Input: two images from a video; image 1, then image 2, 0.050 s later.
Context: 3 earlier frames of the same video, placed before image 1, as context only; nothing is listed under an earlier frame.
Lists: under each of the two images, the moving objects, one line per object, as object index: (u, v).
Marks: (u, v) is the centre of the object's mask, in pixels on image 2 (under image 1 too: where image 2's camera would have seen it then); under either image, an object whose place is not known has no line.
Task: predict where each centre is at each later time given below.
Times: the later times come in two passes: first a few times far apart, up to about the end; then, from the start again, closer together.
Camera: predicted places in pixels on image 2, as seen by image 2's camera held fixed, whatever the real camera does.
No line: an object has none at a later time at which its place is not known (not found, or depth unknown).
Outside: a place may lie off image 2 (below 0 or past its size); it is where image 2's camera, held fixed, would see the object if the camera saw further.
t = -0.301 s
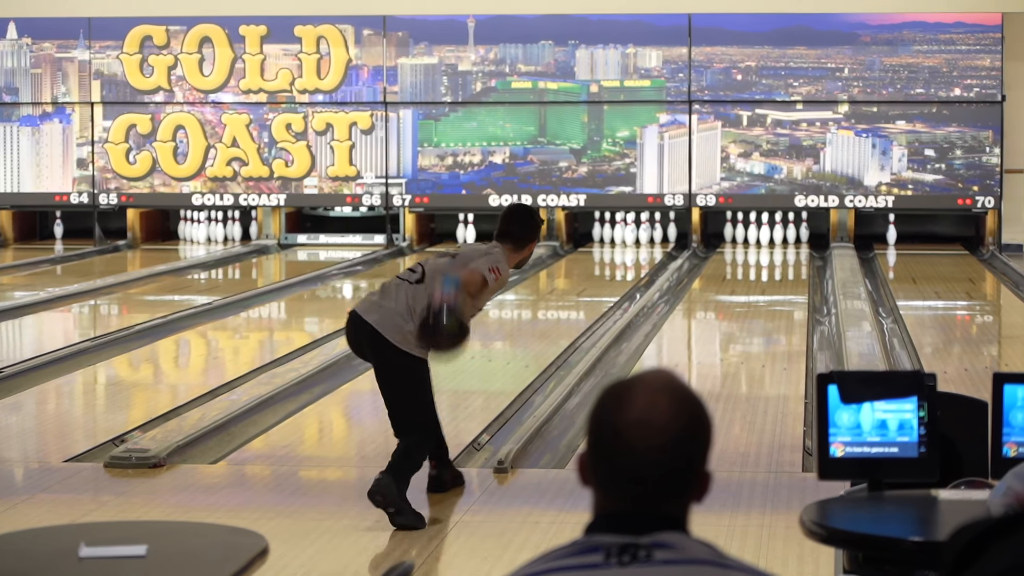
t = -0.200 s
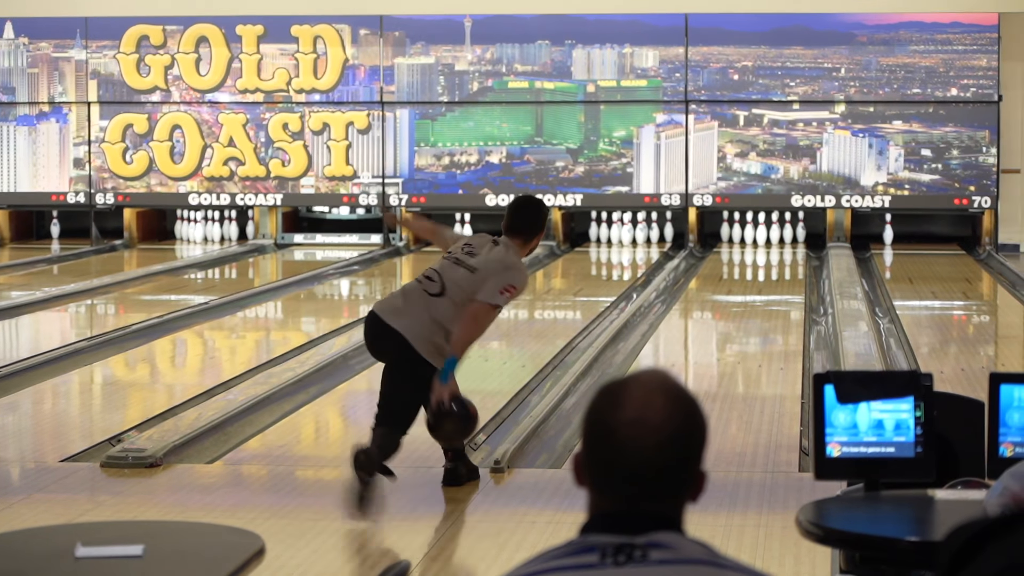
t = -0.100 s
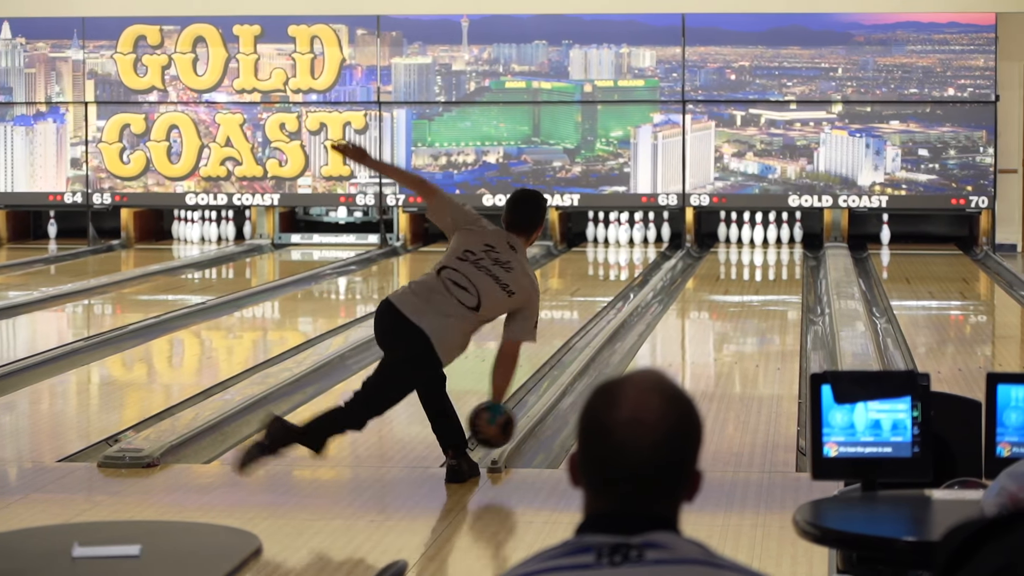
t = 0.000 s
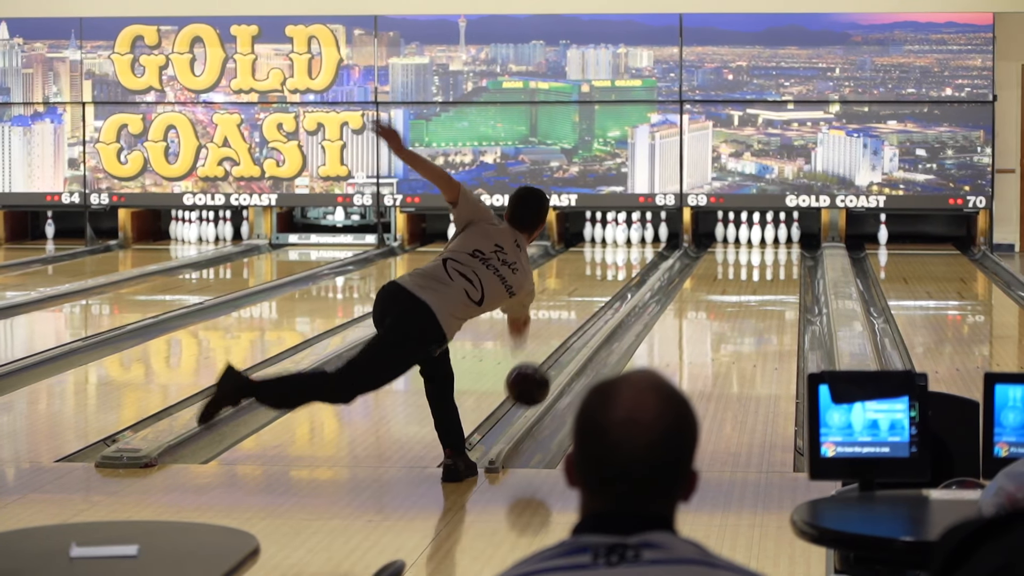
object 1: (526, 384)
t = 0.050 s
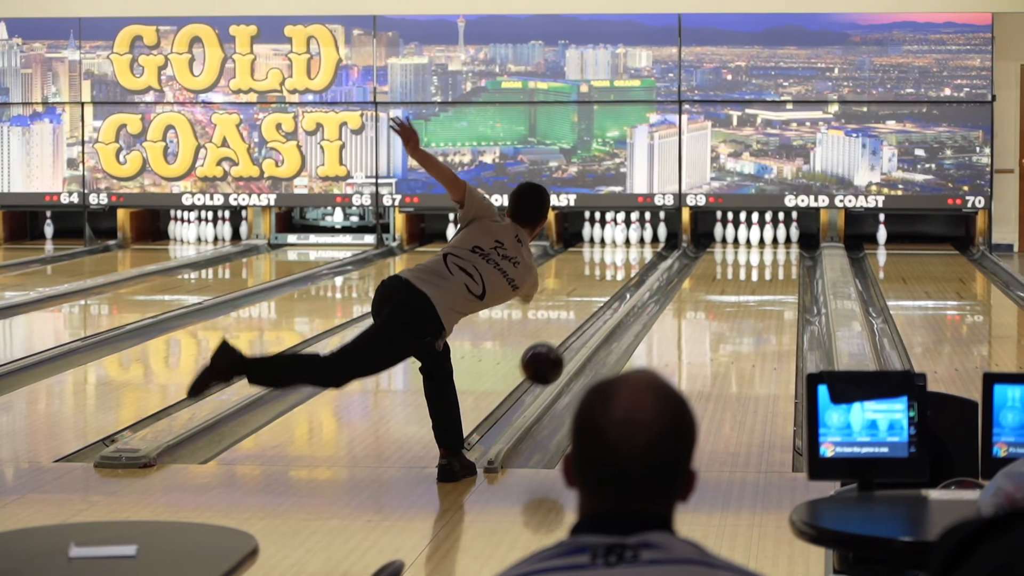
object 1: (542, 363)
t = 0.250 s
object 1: (595, 336)
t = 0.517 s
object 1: (648, 343)
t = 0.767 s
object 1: (685, 319)
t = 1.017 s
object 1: (714, 299)
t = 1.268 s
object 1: (736, 283)
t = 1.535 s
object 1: (754, 269)
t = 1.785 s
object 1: (763, 258)
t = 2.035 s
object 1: (761, 248)
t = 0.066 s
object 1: (547, 358)
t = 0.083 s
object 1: (552, 353)
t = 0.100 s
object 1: (557, 349)
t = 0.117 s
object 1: (561, 345)
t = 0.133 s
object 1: (566, 342)
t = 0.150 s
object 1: (570, 339)
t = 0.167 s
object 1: (575, 337)
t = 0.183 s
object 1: (579, 336)
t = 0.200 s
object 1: (583, 335)
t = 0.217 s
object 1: (587, 335)
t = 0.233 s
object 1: (591, 335)
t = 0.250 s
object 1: (595, 336)
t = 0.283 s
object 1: (603, 339)
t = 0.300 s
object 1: (606, 341)
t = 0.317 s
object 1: (610, 343)
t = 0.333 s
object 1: (614, 347)
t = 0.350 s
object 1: (618, 350)
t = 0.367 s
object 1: (621, 354)
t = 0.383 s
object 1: (624, 356)
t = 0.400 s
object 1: (627, 357)
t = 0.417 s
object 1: (630, 355)
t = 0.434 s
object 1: (634, 353)
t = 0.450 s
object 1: (637, 350)
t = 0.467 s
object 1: (640, 348)
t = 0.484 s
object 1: (643, 345)
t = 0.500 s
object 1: (646, 344)
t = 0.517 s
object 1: (648, 343)
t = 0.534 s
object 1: (651, 342)
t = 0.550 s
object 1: (654, 341)
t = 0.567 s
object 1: (656, 339)
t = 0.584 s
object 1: (659, 337)
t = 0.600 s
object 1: (661, 335)
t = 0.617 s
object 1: (664, 334)
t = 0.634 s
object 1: (666, 332)
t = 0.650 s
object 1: (669, 330)
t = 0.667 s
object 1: (671, 328)
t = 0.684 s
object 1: (674, 327)
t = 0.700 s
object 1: (676, 325)
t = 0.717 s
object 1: (678, 324)
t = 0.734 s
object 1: (680, 322)
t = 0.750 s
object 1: (683, 321)
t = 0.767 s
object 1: (685, 319)
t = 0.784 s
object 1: (687, 318)
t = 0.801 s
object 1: (689, 316)
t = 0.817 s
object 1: (691, 315)
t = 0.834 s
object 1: (693, 314)
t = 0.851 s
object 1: (695, 312)
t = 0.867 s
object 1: (697, 311)
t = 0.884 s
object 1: (699, 309)
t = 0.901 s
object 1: (701, 308)
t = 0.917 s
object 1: (703, 307)
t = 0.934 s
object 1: (705, 305)
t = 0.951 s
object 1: (707, 304)
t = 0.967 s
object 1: (708, 303)
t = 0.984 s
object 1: (710, 302)
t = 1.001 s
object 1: (712, 301)
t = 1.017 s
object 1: (714, 299)
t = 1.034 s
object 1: (715, 298)
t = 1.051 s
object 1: (717, 297)
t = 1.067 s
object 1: (718, 296)
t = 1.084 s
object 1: (720, 295)
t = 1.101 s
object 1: (722, 294)
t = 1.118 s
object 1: (723, 293)
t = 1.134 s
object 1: (725, 292)
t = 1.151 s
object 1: (726, 291)
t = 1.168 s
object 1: (728, 290)
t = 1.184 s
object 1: (729, 288)
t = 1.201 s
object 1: (730, 287)
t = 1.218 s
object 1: (732, 286)
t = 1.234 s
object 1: (733, 285)
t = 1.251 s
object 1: (735, 284)
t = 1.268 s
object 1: (736, 283)
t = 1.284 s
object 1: (737, 282)
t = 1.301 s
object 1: (738, 281)
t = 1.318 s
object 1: (740, 280)
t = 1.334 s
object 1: (741, 279)
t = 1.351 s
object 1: (742, 278)
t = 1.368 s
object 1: (743, 277)
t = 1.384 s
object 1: (744, 277)
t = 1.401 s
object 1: (746, 276)
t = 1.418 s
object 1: (747, 275)
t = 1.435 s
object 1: (748, 274)
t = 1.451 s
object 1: (749, 273)
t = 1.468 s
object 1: (750, 272)
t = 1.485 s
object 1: (751, 271)
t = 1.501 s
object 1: (752, 270)
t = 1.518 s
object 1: (753, 270)
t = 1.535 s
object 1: (754, 269)
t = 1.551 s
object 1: (755, 268)
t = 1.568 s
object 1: (756, 267)
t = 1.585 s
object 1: (756, 266)
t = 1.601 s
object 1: (757, 266)
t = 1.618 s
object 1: (758, 265)
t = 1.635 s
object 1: (759, 264)
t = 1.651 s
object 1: (759, 263)
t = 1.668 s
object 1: (760, 263)
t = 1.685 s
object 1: (761, 262)
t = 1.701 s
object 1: (761, 261)
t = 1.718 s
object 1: (762, 260)
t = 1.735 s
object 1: (762, 260)
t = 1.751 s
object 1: (762, 259)
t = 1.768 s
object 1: (763, 258)
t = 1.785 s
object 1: (763, 258)
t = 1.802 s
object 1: (763, 257)
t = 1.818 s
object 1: (763, 256)
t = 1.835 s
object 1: (763, 255)
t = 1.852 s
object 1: (763, 255)
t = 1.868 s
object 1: (763, 254)
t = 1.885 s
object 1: (763, 253)
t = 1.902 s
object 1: (763, 253)
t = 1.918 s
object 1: (763, 252)
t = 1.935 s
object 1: (763, 251)
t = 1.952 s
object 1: (762, 251)
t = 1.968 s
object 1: (762, 250)
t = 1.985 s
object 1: (762, 249)
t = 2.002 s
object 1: (762, 249)
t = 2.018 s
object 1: (761, 248)
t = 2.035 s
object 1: (761, 248)
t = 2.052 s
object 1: (760, 247)
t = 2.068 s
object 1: (760, 247)
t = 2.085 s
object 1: (759, 246)
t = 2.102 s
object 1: (758, 246)
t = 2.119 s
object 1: (758, 245)
